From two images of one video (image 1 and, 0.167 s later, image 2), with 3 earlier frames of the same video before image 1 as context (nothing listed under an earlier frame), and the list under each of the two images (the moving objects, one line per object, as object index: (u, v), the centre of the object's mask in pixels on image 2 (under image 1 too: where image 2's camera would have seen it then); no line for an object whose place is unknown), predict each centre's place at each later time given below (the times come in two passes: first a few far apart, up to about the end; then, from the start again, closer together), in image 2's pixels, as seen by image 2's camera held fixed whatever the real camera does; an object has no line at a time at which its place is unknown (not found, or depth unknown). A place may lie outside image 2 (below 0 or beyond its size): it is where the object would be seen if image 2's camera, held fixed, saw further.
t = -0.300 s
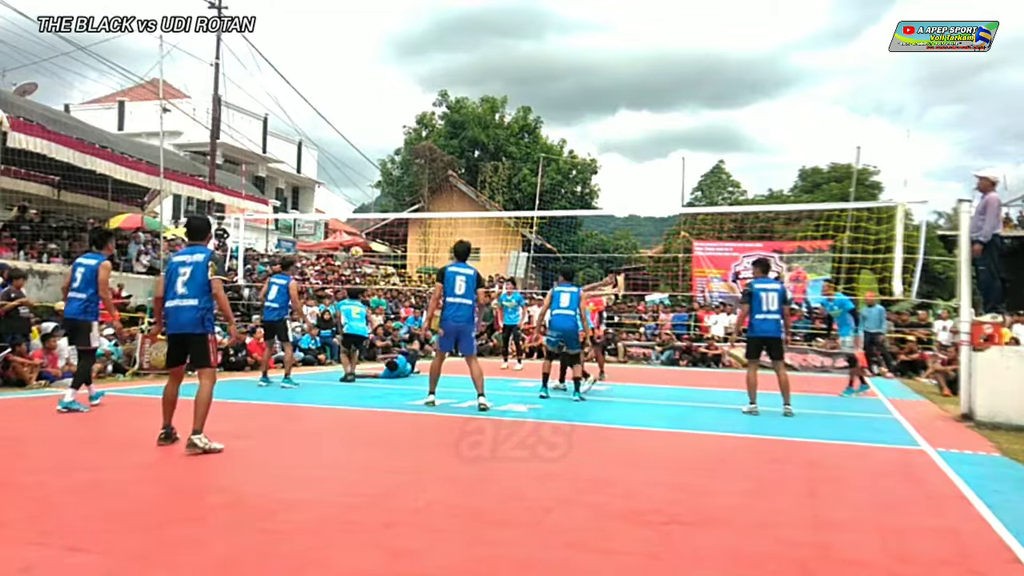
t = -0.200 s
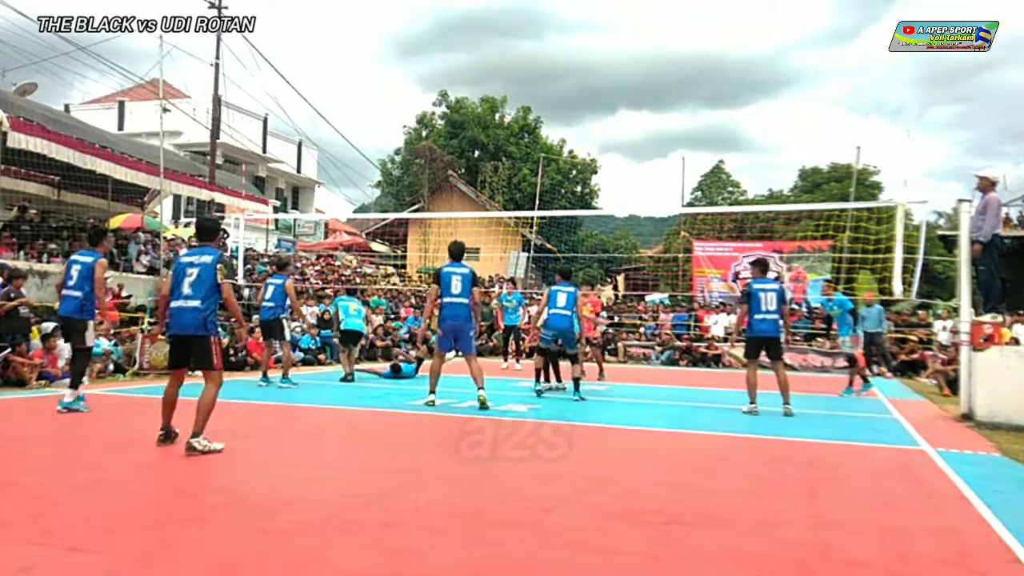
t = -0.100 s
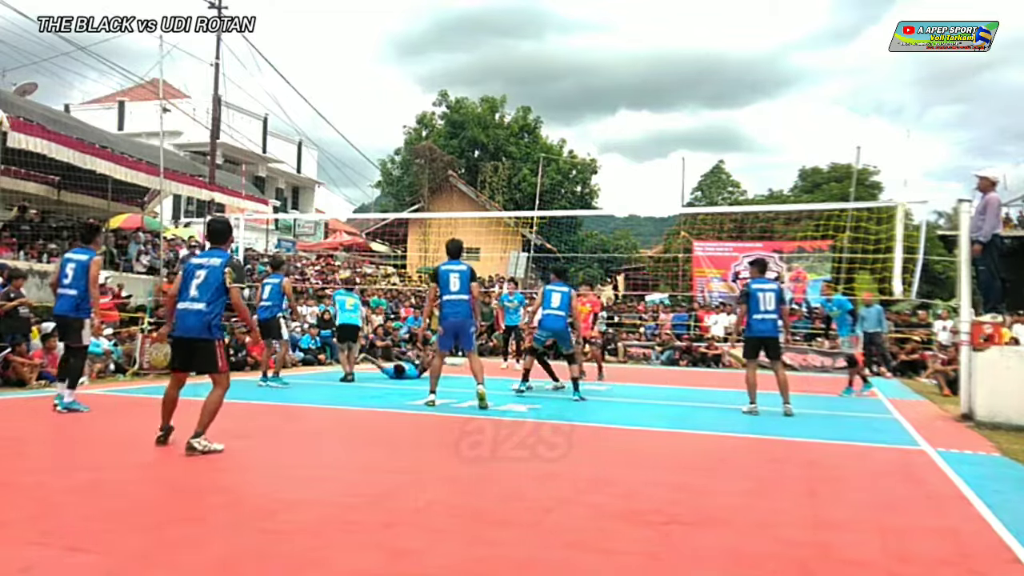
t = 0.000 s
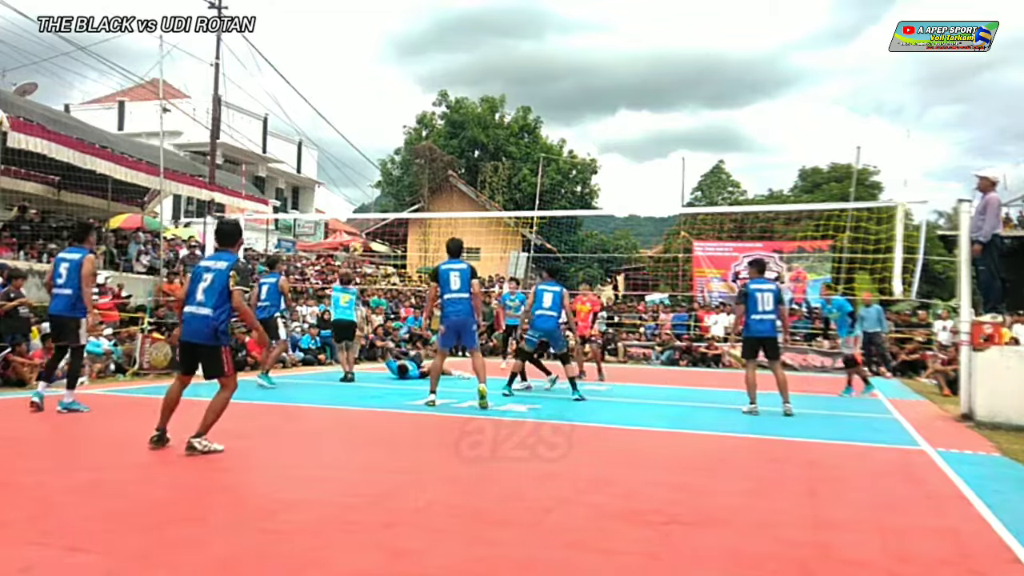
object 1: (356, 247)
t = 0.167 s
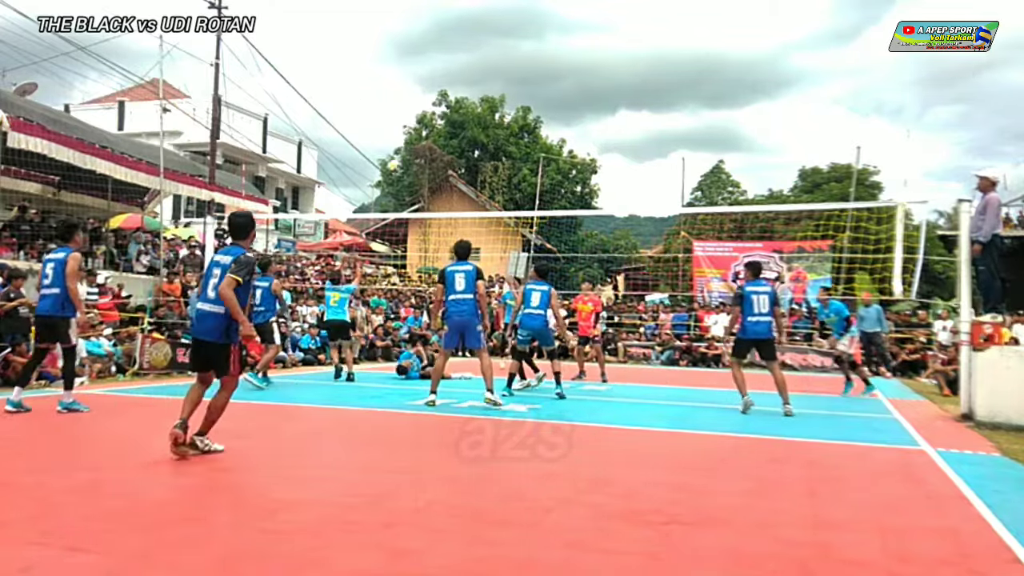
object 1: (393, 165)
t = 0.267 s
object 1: (418, 126)
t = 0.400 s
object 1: (447, 82)
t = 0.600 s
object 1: (490, 37)
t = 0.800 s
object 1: (533, 18)
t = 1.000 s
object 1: (575, 24)
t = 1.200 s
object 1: (616, 55)
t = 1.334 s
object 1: (643, 88)
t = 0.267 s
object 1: (418, 126)
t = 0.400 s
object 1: (447, 82)
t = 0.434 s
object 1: (454, 75)
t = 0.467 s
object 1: (462, 66)
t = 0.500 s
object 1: (468, 57)
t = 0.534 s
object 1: (477, 50)
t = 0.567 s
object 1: (483, 44)
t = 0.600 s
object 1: (490, 37)
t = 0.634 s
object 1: (498, 32)
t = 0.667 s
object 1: (505, 28)
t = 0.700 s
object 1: (513, 24)
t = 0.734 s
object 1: (519, 20)
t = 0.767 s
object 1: (526, 19)
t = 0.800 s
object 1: (533, 18)
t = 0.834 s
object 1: (540, 17)
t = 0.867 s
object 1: (548, 17)
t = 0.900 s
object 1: (554, 18)
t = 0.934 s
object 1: (561, 19)
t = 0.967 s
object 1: (568, 21)
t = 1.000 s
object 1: (575, 24)
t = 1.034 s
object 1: (583, 28)
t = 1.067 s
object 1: (589, 32)
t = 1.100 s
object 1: (596, 37)
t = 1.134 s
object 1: (603, 42)
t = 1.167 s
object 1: (610, 48)
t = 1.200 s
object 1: (616, 55)
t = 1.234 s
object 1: (622, 63)
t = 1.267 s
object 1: (629, 70)
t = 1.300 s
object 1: (636, 79)
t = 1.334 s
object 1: (643, 88)
